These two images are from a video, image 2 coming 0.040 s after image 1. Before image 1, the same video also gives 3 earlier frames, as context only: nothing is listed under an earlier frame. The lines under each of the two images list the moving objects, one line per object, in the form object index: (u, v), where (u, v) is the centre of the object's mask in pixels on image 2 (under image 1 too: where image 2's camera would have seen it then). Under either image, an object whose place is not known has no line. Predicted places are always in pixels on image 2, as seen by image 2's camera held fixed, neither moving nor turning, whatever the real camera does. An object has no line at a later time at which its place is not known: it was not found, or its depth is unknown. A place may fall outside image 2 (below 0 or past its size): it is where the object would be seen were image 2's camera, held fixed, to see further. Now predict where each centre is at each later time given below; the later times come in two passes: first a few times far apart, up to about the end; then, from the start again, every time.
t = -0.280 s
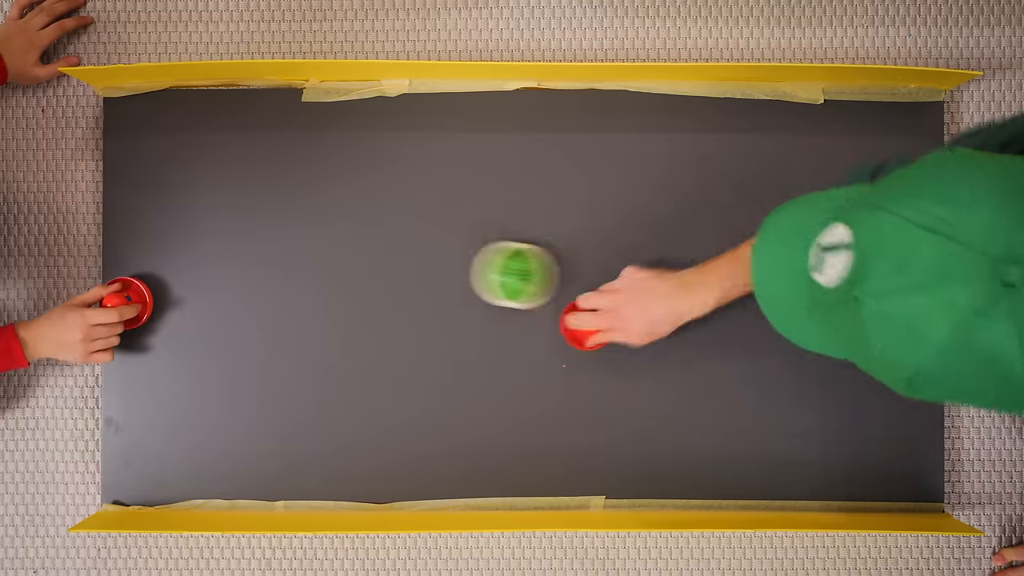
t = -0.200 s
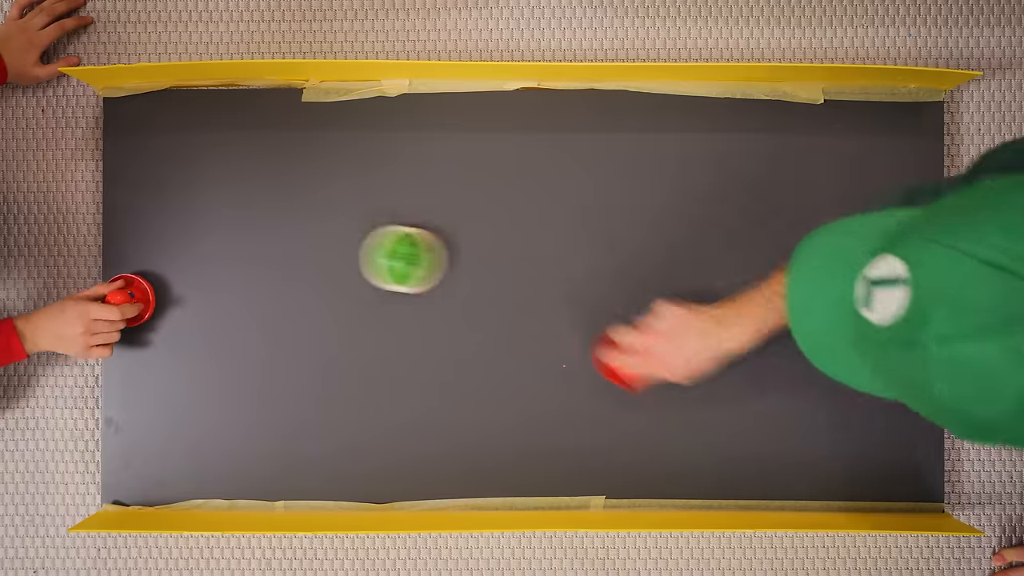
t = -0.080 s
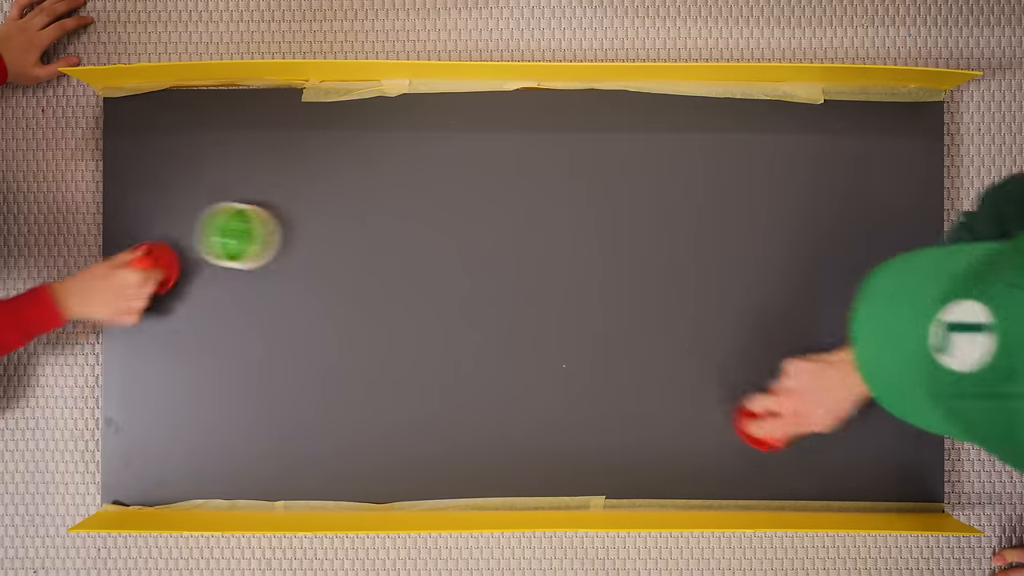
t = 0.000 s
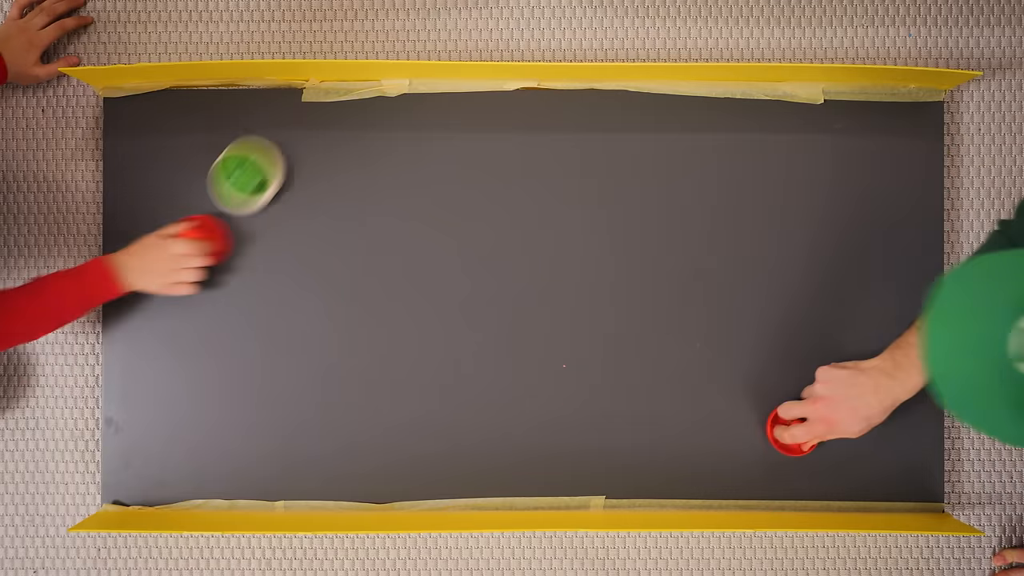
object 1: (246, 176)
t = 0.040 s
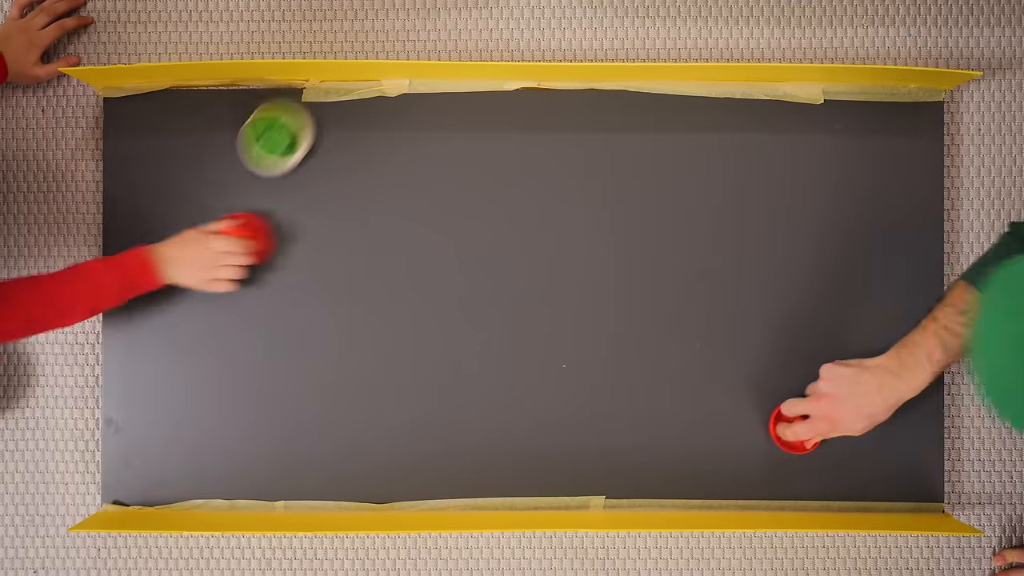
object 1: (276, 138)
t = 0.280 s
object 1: (401, 141)
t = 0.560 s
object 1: (491, 190)
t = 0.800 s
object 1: (564, 229)
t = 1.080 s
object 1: (650, 272)
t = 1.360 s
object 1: (735, 315)
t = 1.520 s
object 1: (784, 339)
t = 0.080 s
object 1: (303, 106)
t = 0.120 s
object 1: (328, 105)
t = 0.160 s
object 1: (349, 114)
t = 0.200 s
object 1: (368, 124)
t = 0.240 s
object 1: (385, 132)
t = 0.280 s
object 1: (401, 141)
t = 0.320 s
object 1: (416, 149)
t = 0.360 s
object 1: (430, 156)
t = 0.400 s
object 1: (442, 163)
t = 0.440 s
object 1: (454, 170)
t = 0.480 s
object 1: (467, 177)
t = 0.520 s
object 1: (479, 183)
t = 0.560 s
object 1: (491, 190)
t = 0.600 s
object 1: (503, 197)
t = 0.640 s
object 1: (515, 203)
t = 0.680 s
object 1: (527, 210)
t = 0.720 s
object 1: (540, 216)
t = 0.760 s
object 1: (552, 223)
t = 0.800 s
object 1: (564, 229)
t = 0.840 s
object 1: (576, 235)
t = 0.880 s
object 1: (589, 242)
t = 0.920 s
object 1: (601, 248)
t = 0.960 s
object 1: (614, 254)
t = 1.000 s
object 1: (626, 260)
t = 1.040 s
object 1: (638, 266)
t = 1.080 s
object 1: (650, 272)
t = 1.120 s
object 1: (662, 278)
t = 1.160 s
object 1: (674, 284)
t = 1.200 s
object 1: (687, 290)
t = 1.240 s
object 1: (699, 297)
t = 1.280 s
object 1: (711, 303)
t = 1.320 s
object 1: (723, 309)
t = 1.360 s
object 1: (735, 315)
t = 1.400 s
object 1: (747, 321)
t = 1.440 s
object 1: (760, 327)
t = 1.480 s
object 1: (772, 333)
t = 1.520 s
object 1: (784, 339)
